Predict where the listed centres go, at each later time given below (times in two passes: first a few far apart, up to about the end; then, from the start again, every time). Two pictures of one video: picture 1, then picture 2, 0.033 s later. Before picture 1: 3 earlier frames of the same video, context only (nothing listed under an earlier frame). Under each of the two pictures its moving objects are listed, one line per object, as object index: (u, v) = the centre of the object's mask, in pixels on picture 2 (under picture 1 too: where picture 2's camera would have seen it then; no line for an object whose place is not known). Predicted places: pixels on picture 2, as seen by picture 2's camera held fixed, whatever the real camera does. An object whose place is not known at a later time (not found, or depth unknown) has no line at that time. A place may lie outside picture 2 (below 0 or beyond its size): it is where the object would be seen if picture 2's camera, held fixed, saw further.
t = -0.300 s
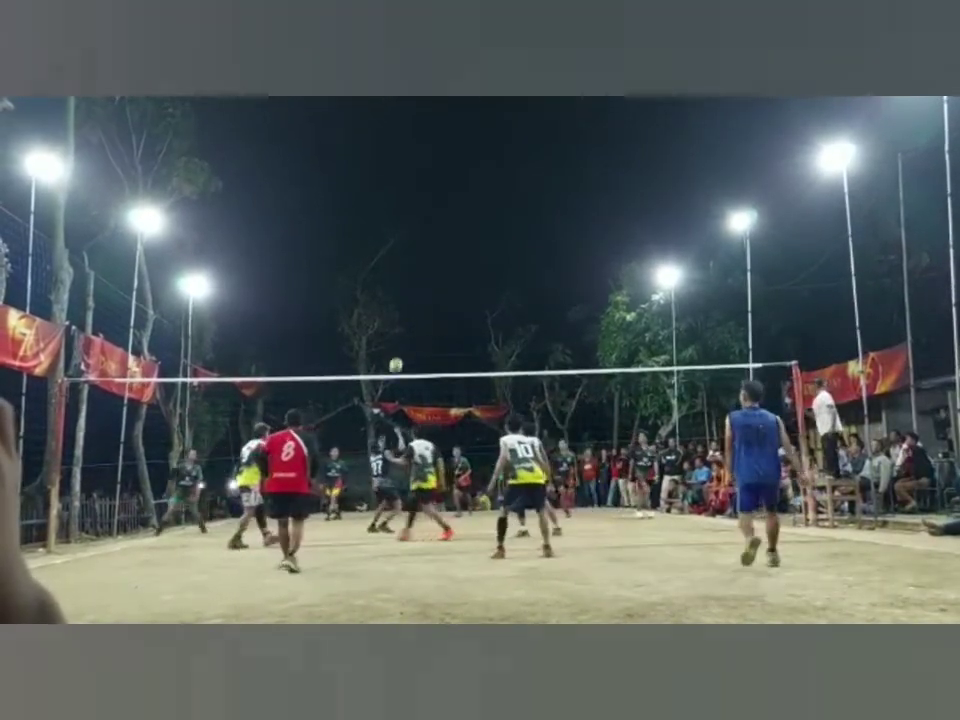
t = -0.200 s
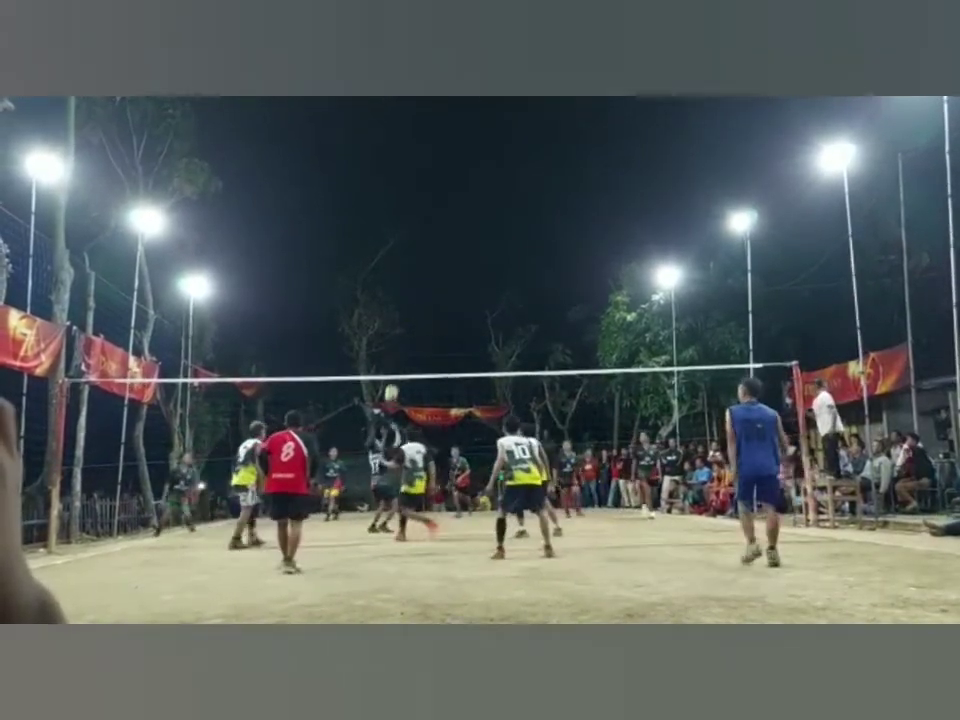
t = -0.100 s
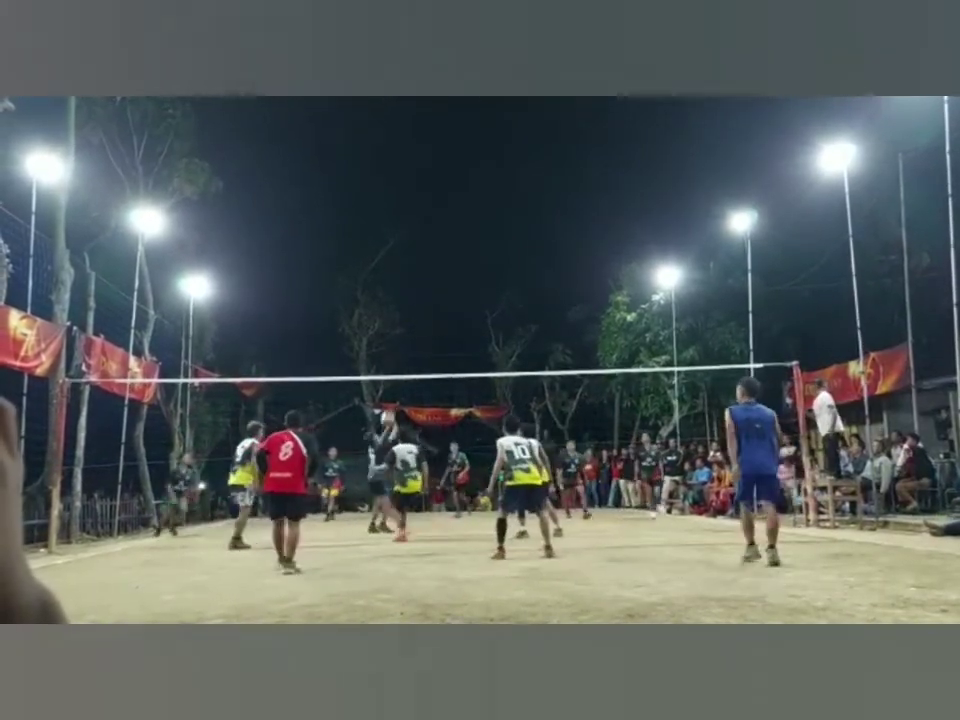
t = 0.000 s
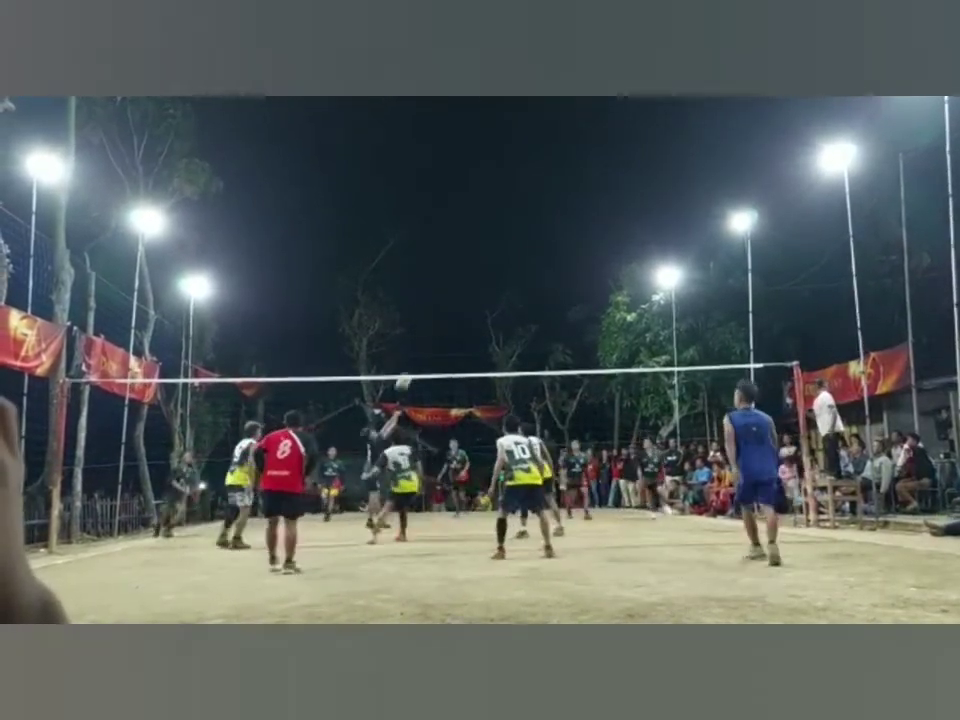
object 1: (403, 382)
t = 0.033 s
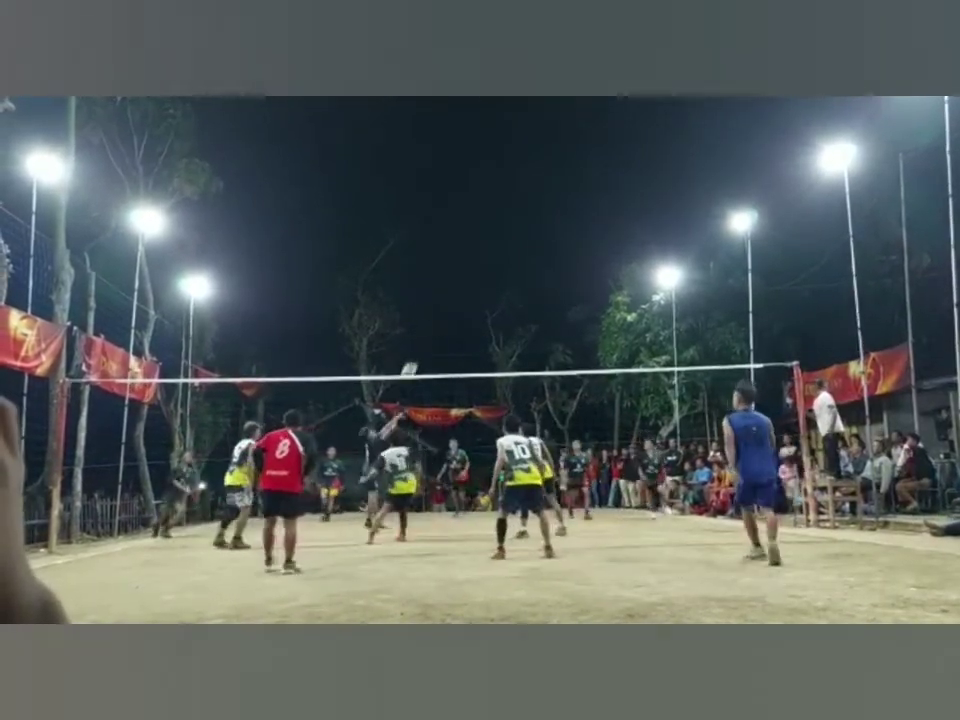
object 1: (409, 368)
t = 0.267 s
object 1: (449, 310)
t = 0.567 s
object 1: (498, 280)
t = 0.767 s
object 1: (532, 287)
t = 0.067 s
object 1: (415, 359)
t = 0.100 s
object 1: (420, 349)
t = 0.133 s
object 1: (426, 341)
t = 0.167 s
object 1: (432, 332)
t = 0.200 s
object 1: (437, 324)
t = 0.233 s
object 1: (443, 317)
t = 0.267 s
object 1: (449, 310)
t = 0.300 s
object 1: (454, 304)
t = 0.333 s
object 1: (459, 299)
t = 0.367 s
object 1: (465, 295)
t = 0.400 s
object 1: (471, 290)
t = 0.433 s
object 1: (476, 288)
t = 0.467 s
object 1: (481, 285)
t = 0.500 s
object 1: (487, 282)
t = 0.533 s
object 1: (493, 281)
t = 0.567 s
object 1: (498, 280)
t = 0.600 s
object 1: (504, 279)
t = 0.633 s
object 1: (509, 280)
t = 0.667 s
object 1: (515, 281)
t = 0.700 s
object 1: (521, 282)
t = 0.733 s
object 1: (527, 284)
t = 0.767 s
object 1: (532, 287)
